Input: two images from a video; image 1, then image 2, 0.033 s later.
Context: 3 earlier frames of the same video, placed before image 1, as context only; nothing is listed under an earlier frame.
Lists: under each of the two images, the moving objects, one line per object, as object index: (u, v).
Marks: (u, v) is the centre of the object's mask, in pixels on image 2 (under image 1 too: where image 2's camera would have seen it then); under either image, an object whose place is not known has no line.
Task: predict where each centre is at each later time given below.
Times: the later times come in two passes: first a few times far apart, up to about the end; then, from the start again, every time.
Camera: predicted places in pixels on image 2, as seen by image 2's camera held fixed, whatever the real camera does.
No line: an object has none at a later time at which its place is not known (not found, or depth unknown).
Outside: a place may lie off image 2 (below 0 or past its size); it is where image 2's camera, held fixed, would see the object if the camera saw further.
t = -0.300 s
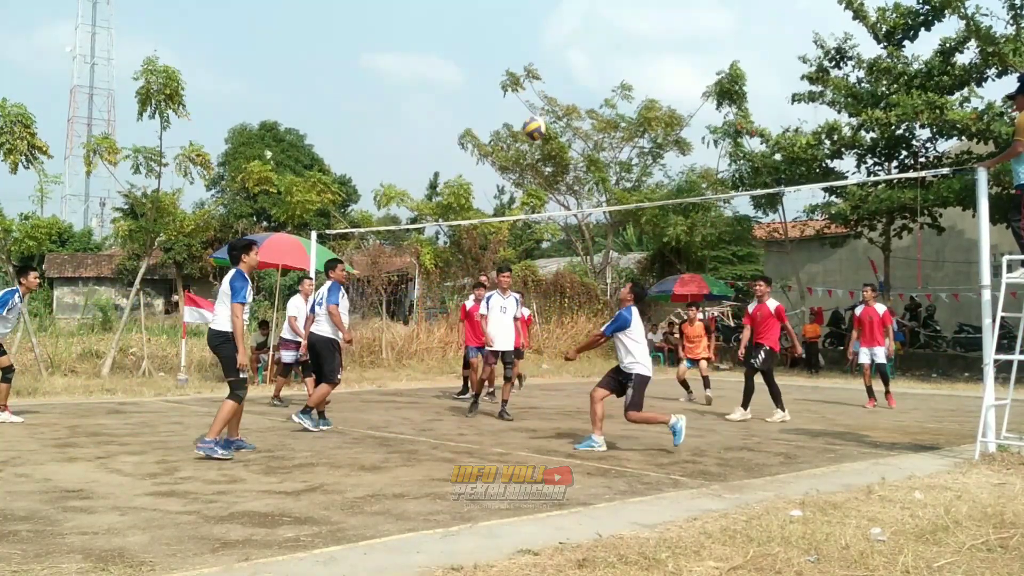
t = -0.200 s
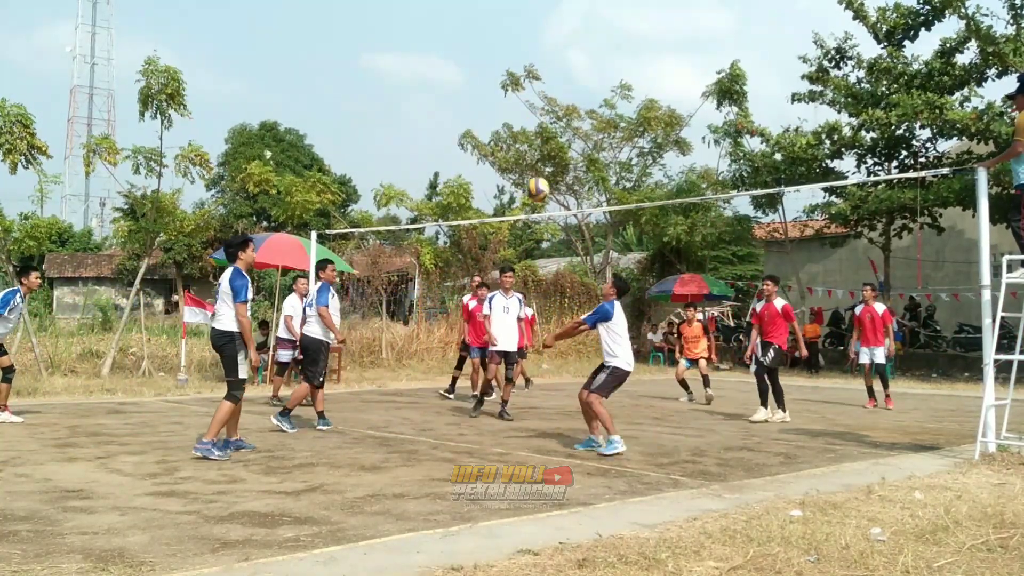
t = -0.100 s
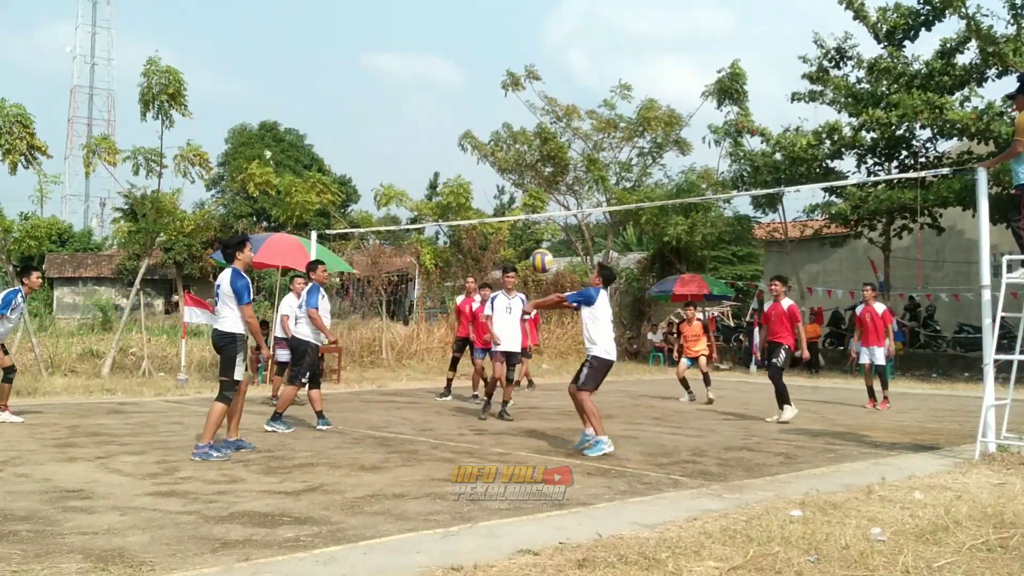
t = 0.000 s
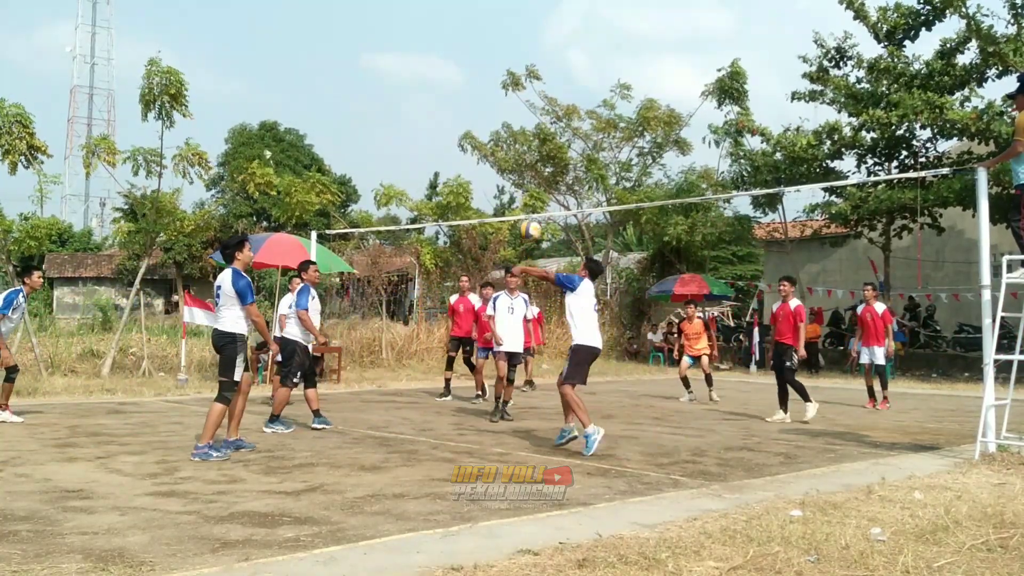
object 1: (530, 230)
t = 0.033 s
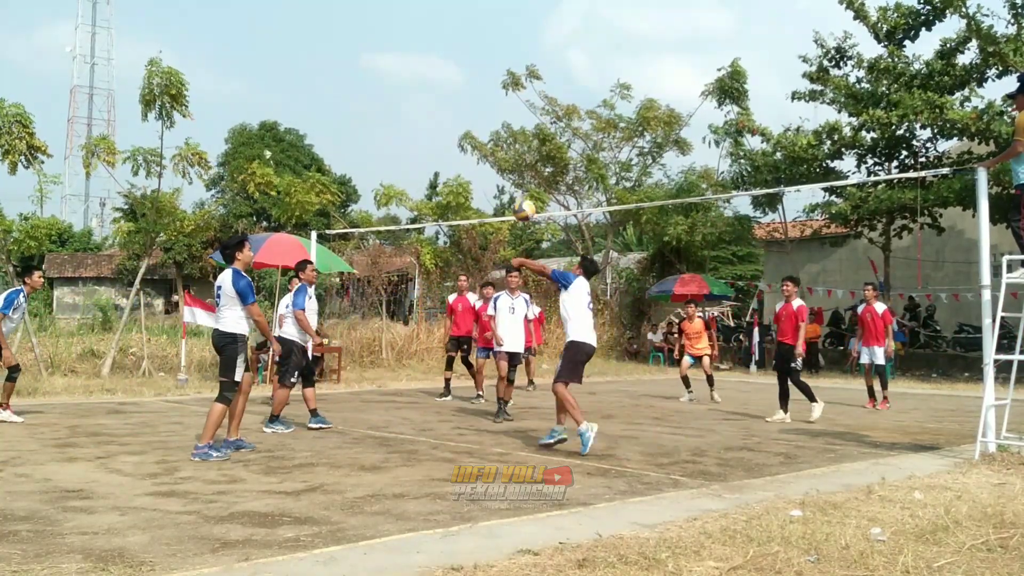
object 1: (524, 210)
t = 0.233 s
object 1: (494, 119)
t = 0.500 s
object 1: (465, 74)
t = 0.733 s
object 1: (444, 87)
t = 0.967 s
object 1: (430, 137)
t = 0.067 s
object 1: (519, 191)
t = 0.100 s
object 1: (513, 174)
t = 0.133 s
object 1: (509, 157)
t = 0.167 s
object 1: (504, 143)
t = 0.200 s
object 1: (499, 131)
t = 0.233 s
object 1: (494, 119)
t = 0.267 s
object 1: (491, 109)
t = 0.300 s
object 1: (487, 101)
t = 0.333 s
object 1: (482, 94)
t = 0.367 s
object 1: (478, 87)
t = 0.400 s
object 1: (475, 82)
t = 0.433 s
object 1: (472, 78)
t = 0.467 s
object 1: (468, 75)
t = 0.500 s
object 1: (465, 74)
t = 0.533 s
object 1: (462, 73)
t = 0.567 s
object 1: (459, 73)
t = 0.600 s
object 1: (455, 74)
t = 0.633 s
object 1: (452, 76)
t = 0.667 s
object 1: (449, 79)
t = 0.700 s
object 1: (447, 82)
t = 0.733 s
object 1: (444, 87)
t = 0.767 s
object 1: (442, 92)
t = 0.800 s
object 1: (439, 98)
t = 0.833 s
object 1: (438, 104)
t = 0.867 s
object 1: (436, 112)
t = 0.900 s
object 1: (434, 120)
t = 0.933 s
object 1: (432, 128)
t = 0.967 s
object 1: (430, 137)
